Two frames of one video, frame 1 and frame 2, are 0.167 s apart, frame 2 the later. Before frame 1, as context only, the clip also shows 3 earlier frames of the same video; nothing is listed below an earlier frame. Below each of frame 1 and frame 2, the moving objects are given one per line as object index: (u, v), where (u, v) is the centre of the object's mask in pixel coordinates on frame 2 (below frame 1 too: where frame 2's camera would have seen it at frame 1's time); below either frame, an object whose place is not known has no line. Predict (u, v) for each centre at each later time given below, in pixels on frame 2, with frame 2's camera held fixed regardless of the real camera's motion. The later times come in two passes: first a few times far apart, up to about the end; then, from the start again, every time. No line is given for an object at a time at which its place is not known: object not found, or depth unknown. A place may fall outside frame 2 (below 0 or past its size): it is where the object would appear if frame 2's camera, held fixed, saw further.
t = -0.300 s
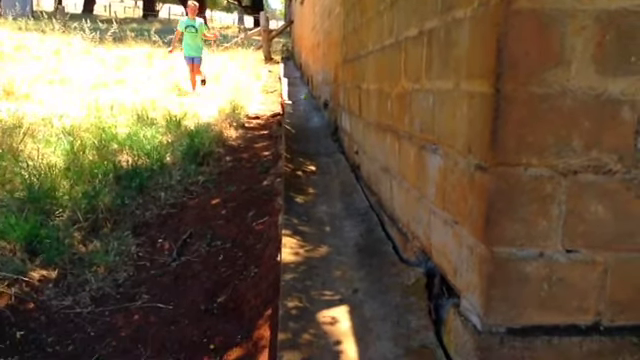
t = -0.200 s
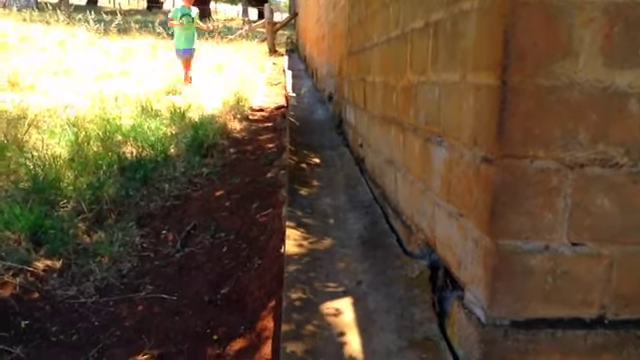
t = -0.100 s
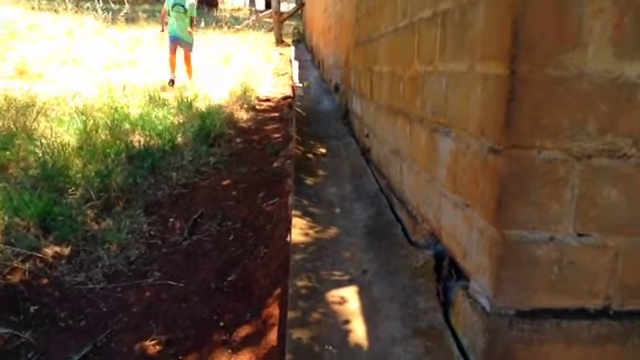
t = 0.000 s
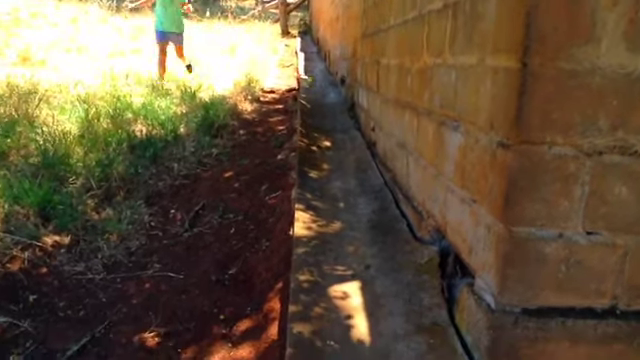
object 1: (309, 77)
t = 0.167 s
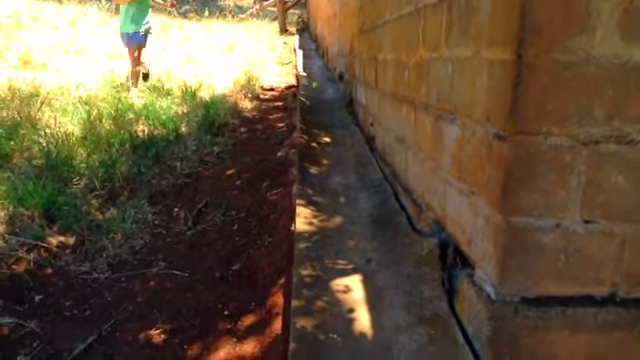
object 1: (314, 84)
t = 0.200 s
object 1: (317, 88)
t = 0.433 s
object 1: (340, 113)
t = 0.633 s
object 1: (347, 141)
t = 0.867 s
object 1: (333, 213)
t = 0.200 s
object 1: (317, 88)
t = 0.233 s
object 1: (320, 91)
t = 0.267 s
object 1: (323, 94)
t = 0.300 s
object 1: (326, 97)
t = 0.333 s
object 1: (329, 100)
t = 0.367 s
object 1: (332, 104)
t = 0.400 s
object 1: (336, 108)
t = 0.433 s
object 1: (340, 113)
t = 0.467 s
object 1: (342, 117)
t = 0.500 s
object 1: (343, 121)
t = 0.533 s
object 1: (344, 127)
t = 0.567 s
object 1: (345, 132)
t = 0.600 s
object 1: (346, 136)
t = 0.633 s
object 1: (347, 141)
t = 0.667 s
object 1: (348, 148)
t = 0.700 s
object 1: (347, 156)
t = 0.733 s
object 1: (346, 166)
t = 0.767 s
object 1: (344, 176)
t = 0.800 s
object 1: (341, 188)
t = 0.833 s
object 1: (337, 199)
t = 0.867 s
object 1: (333, 213)
